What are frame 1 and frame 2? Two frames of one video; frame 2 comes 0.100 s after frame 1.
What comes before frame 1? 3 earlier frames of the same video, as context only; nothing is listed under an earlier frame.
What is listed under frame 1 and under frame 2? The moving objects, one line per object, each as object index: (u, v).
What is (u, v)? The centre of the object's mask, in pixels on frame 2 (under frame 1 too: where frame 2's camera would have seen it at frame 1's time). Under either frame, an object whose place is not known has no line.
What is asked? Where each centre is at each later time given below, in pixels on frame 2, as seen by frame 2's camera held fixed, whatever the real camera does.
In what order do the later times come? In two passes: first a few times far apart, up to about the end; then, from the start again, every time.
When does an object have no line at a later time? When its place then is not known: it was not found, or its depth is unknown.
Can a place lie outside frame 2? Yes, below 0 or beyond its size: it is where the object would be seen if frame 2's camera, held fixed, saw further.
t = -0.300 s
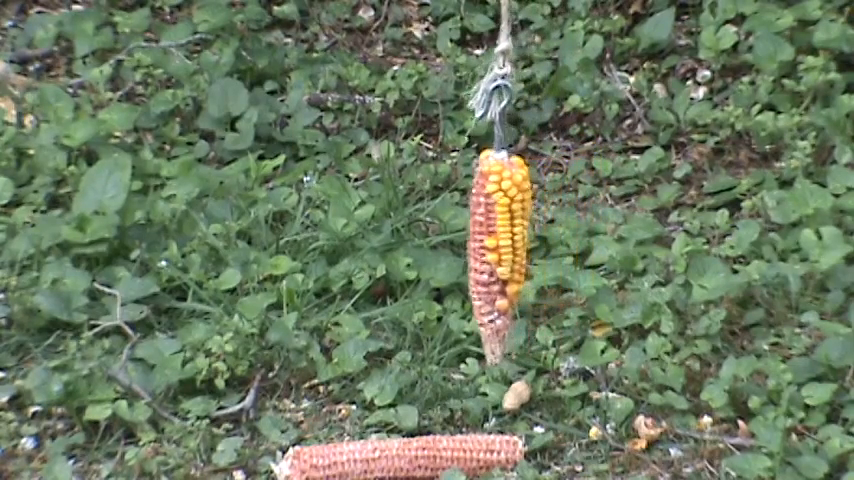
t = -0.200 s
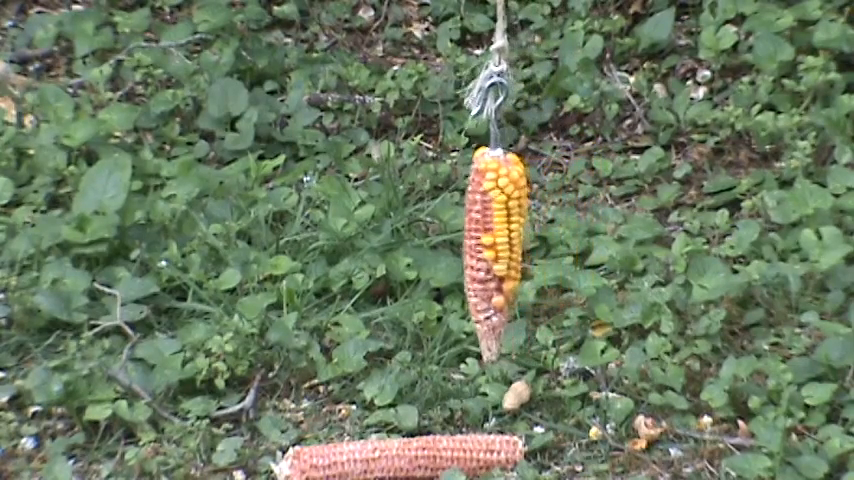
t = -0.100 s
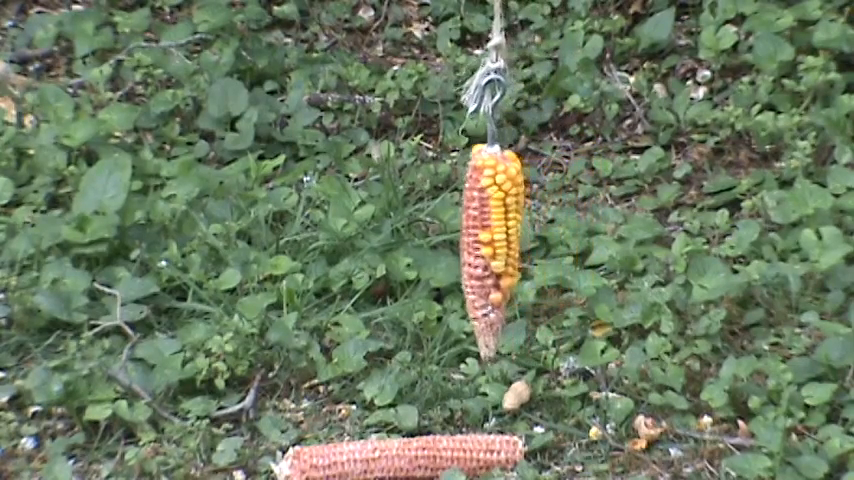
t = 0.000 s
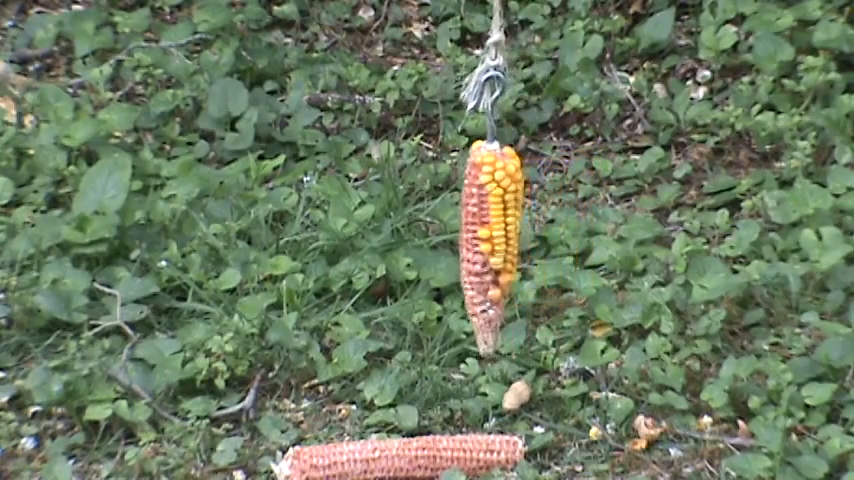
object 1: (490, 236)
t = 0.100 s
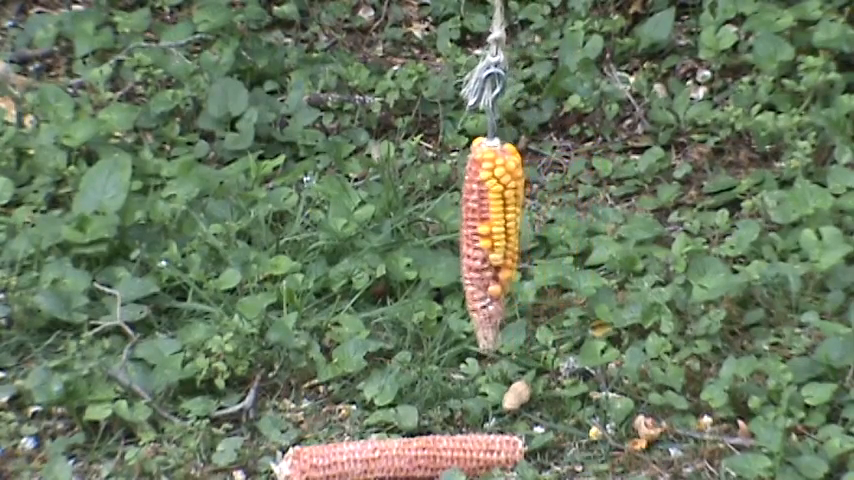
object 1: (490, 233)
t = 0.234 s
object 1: (493, 226)
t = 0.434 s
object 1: (502, 218)
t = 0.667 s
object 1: (518, 213)
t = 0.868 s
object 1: (532, 211)
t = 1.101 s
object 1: (547, 212)
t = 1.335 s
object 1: (553, 216)
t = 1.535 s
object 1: (551, 220)
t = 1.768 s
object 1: (543, 225)
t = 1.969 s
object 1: (533, 227)
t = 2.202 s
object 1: (527, 222)
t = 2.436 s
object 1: (524, 213)
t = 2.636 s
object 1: (523, 205)
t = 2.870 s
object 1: (522, 195)
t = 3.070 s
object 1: (525, 183)
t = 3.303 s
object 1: (538, 171)
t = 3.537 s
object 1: (563, 160)
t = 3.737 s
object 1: (583, 156)
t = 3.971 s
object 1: (606, 158)
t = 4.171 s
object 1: (618, 170)
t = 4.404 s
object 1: (620, 187)
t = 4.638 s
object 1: (613, 201)
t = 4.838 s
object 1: (603, 210)
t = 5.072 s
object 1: (587, 214)
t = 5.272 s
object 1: (572, 214)
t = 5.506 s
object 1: (559, 212)
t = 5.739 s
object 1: (560, 210)
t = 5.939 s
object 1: (559, 207)
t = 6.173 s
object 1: (551, 204)
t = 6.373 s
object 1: (538, 203)
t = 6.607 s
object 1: (514, 203)
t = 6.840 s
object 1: (491, 208)
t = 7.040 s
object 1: (472, 213)
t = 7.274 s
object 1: (458, 220)
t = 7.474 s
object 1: (455, 225)
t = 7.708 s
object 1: (459, 227)
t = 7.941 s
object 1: (470, 224)
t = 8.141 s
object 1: (483, 219)
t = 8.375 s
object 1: (497, 209)
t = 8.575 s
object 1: (510, 200)
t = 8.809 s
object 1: (524, 195)
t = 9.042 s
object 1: (531, 199)
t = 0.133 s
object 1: (491, 232)
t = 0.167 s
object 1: (491, 230)
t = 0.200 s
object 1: (492, 228)
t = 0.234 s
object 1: (493, 226)
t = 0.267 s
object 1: (495, 225)
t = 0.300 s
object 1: (496, 224)
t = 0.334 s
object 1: (498, 222)
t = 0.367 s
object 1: (499, 220)
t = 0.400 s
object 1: (501, 219)
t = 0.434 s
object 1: (502, 218)
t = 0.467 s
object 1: (504, 217)
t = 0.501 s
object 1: (506, 216)
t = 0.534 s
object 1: (509, 215)
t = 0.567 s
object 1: (511, 214)
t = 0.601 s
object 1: (513, 214)
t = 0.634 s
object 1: (516, 213)
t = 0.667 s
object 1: (518, 213)
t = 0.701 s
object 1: (520, 212)
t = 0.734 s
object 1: (523, 212)
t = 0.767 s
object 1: (525, 211)
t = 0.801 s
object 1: (528, 211)
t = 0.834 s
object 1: (530, 211)
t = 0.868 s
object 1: (532, 211)
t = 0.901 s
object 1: (535, 211)
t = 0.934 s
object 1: (537, 211)
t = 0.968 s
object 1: (540, 211)
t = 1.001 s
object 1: (542, 211)
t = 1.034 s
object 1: (543, 211)
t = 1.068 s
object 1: (545, 211)
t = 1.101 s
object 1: (547, 212)
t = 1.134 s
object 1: (548, 212)
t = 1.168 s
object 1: (549, 212)
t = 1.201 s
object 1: (550, 213)
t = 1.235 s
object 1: (551, 214)
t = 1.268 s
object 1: (552, 215)
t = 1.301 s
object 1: (552, 215)
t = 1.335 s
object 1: (553, 216)
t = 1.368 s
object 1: (553, 216)
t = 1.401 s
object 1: (553, 217)
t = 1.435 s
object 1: (553, 218)
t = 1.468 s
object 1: (553, 218)
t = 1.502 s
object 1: (552, 219)
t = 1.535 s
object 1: (551, 220)
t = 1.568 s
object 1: (551, 220)
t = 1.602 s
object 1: (550, 221)
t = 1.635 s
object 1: (549, 222)
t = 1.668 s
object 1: (548, 223)
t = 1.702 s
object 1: (546, 224)
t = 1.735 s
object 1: (545, 225)
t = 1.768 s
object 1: (543, 225)
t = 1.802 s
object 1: (541, 225)
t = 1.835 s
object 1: (540, 226)
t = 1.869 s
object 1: (538, 227)
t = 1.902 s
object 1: (536, 228)
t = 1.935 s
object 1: (535, 228)
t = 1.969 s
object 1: (533, 227)
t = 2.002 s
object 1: (532, 227)
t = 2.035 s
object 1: (531, 226)
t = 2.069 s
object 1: (530, 226)
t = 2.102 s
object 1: (529, 225)
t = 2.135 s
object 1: (529, 224)
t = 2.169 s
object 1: (528, 223)
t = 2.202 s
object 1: (527, 222)
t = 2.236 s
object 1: (527, 221)
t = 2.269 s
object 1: (526, 220)
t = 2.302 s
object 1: (526, 219)
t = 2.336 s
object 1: (526, 217)
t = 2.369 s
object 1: (525, 216)
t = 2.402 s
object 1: (525, 214)
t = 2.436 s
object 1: (524, 213)
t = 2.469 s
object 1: (524, 211)
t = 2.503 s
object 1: (524, 210)
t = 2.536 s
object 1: (523, 209)
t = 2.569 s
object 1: (523, 208)
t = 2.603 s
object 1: (523, 206)
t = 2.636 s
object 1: (523, 205)
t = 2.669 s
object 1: (523, 203)
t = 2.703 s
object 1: (522, 202)
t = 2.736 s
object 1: (522, 201)
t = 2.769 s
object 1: (522, 200)
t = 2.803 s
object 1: (522, 198)
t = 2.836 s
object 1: (522, 197)
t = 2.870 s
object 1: (522, 195)
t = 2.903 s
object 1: (523, 193)
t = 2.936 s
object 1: (523, 191)
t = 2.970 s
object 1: (524, 189)
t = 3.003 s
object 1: (524, 187)
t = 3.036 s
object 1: (524, 185)
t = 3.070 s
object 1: (525, 183)
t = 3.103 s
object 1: (526, 181)
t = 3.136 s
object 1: (528, 179)
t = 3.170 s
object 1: (529, 177)
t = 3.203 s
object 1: (532, 175)
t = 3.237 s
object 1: (534, 173)
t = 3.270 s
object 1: (536, 172)
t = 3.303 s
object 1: (538, 171)
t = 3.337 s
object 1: (541, 168)
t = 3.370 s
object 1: (544, 167)
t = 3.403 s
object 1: (547, 166)
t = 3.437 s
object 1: (551, 164)
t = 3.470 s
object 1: (555, 163)
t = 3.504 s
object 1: (559, 161)
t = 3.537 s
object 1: (563, 160)
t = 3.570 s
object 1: (566, 159)
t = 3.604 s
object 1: (569, 159)
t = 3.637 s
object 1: (573, 157)
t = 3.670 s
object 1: (576, 156)
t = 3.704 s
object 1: (580, 155)
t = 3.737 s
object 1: (583, 156)
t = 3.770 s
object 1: (587, 155)
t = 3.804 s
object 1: (590, 155)
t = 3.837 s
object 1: (594, 156)
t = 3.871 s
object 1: (598, 155)
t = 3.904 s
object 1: (601, 156)
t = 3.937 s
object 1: (604, 156)
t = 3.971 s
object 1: (606, 158)
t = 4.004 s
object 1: (608, 160)
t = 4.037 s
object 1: (610, 161)
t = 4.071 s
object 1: (612, 163)
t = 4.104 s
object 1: (614, 164)
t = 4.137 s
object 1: (616, 167)
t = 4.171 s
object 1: (618, 170)
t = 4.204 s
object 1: (619, 173)
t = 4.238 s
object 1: (620, 175)
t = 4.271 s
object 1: (620, 177)
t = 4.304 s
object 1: (620, 180)
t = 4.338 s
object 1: (620, 183)
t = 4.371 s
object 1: (620, 185)
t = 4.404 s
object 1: (620, 187)
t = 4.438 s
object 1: (620, 190)
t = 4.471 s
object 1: (619, 192)
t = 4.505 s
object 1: (619, 194)
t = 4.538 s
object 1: (617, 196)
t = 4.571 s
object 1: (616, 198)
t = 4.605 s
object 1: (614, 199)
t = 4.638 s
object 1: (613, 201)
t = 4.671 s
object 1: (611, 202)
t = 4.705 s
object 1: (609, 204)
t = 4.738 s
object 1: (608, 205)
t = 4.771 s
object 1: (606, 207)
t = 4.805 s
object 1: (605, 208)
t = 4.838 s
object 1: (603, 210)
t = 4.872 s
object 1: (601, 211)
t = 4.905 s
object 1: (599, 212)
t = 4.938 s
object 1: (597, 213)
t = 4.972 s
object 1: (595, 213)
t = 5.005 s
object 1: (592, 214)
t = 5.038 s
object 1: (589, 214)
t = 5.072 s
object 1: (587, 214)
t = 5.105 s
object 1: (585, 214)
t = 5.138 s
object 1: (582, 214)
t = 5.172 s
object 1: (580, 214)
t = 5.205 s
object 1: (577, 215)
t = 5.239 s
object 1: (575, 214)
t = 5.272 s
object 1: (572, 214)
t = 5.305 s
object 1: (570, 214)
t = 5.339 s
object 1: (568, 214)
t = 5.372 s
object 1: (566, 214)
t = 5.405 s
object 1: (564, 214)
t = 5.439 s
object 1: (562, 213)
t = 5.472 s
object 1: (560, 212)
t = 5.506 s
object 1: (559, 212)
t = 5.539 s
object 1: (558, 211)
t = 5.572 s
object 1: (558, 211)
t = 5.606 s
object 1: (558, 211)
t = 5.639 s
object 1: (559, 211)
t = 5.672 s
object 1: (560, 211)
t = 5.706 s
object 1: (560, 210)
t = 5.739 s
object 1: (560, 210)
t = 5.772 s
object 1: (559, 209)
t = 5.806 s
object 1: (559, 209)
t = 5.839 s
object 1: (558, 208)
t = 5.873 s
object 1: (558, 208)
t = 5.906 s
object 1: (559, 207)
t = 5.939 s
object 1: (559, 207)
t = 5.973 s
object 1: (559, 207)
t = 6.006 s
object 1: (558, 206)
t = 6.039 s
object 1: (557, 206)
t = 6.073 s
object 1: (556, 205)
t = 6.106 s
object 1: (555, 205)
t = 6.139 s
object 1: (553, 205)
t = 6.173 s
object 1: (551, 204)
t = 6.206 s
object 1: (549, 203)
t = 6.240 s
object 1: (547, 202)
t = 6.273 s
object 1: (544, 203)
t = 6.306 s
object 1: (542, 203)
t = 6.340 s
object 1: (540, 203)
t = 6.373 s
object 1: (538, 203)
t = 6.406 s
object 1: (535, 202)
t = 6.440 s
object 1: (532, 201)
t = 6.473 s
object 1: (528, 201)
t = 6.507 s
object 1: (524, 201)
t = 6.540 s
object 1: (521, 202)
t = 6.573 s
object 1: (517, 202)
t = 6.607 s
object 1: (514, 203)
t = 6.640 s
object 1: (511, 203)
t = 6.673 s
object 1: (508, 205)
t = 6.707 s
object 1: (505, 207)
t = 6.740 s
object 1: (501, 207)
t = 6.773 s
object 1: (498, 207)
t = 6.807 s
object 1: (494, 207)
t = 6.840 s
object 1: (491, 208)
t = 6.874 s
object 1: (487, 209)
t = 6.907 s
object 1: (484, 209)
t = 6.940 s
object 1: (481, 210)
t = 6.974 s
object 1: (477, 211)
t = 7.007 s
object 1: (475, 213)
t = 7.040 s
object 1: (472, 213)
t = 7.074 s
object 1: (470, 214)
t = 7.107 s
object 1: (468, 215)
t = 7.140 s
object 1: (466, 216)
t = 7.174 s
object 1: (463, 217)
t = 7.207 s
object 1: (461, 218)
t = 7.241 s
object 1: (459, 219)
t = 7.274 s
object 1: (458, 220)
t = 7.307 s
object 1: (457, 220)
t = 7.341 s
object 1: (456, 221)
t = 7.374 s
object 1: (455, 222)
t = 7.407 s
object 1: (455, 223)
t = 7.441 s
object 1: (455, 224)
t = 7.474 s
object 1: (455, 225)
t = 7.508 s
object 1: (455, 225)
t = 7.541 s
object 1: (456, 226)
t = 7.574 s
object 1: (456, 226)
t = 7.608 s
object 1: (457, 227)
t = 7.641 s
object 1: (458, 227)
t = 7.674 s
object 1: (458, 227)
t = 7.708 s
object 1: (459, 227)
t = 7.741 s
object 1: (461, 226)
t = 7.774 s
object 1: (462, 226)
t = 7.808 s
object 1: (464, 227)
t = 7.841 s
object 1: (465, 226)
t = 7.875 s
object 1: (467, 225)
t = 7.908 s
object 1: (469, 225)
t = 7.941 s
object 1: (470, 224)
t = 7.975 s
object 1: (472, 224)
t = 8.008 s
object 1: (474, 223)
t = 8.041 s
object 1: (476, 222)
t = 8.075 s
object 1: (478, 221)
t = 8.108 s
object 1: (480, 220)
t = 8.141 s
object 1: (483, 219)
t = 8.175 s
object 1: (485, 218)
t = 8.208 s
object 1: (487, 216)
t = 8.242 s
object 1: (489, 215)
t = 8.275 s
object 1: (492, 214)
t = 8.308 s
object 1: (494, 212)
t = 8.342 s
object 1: (495, 211)
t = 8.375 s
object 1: (497, 209)
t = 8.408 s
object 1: (499, 207)
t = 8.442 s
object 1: (501, 205)
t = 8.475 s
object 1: (504, 205)
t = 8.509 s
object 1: (506, 203)
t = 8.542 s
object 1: (508, 202)
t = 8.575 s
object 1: (510, 200)
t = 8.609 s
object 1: (512, 199)
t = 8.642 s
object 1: (514, 198)
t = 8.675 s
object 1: (516, 197)
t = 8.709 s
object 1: (518, 196)
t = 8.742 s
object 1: (520, 195)
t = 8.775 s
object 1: (522, 195)
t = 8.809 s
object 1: (524, 195)
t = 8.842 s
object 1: (525, 195)
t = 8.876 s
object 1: (527, 195)
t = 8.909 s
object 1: (528, 196)
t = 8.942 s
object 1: (529, 196)
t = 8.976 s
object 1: (530, 197)
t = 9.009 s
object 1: (531, 198)
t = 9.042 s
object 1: (531, 199)
